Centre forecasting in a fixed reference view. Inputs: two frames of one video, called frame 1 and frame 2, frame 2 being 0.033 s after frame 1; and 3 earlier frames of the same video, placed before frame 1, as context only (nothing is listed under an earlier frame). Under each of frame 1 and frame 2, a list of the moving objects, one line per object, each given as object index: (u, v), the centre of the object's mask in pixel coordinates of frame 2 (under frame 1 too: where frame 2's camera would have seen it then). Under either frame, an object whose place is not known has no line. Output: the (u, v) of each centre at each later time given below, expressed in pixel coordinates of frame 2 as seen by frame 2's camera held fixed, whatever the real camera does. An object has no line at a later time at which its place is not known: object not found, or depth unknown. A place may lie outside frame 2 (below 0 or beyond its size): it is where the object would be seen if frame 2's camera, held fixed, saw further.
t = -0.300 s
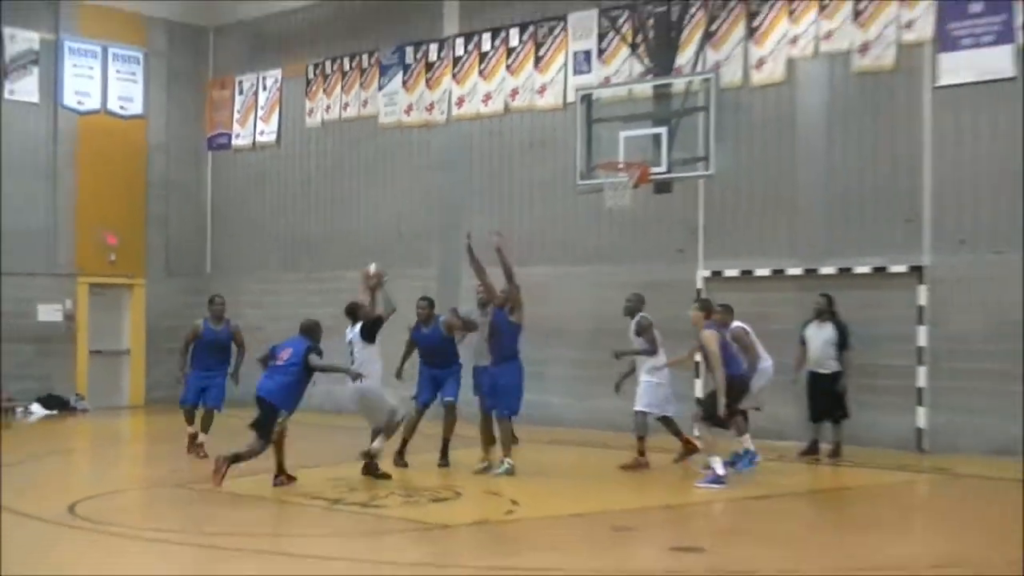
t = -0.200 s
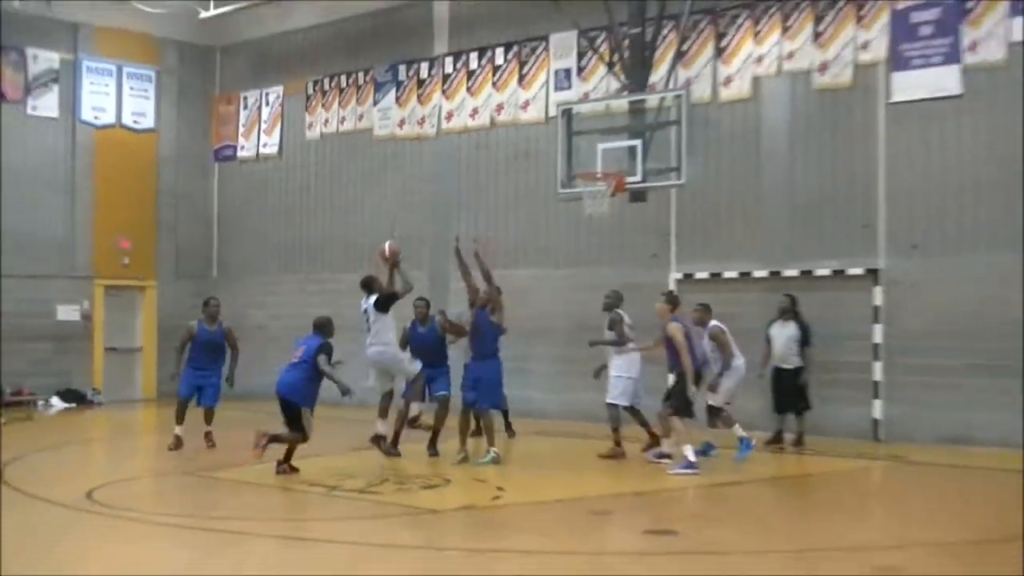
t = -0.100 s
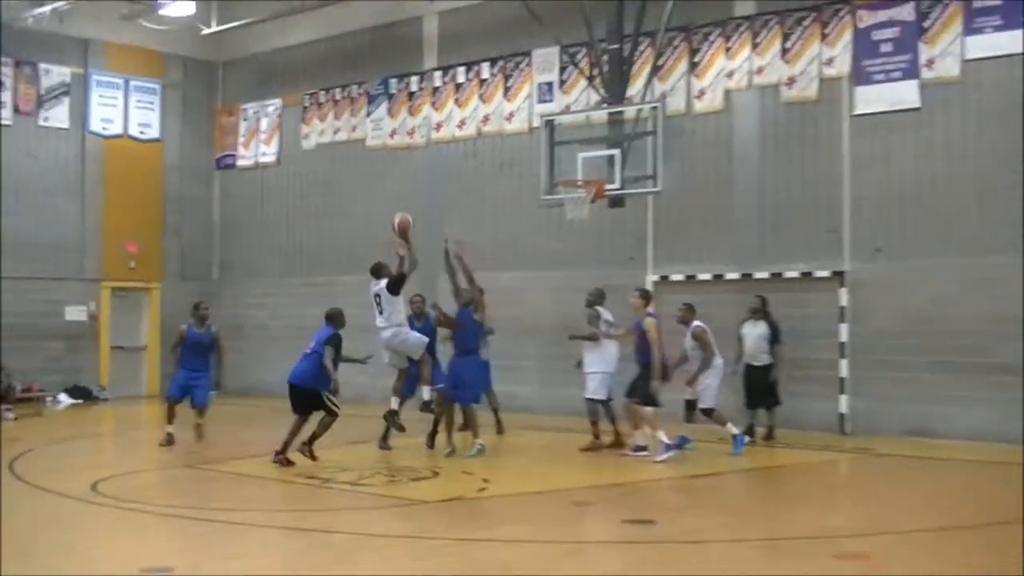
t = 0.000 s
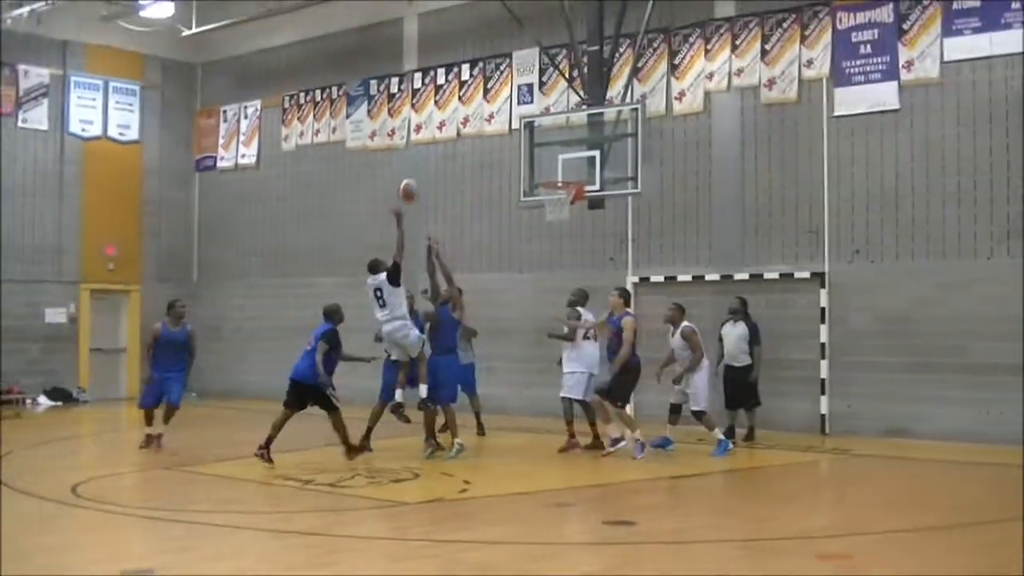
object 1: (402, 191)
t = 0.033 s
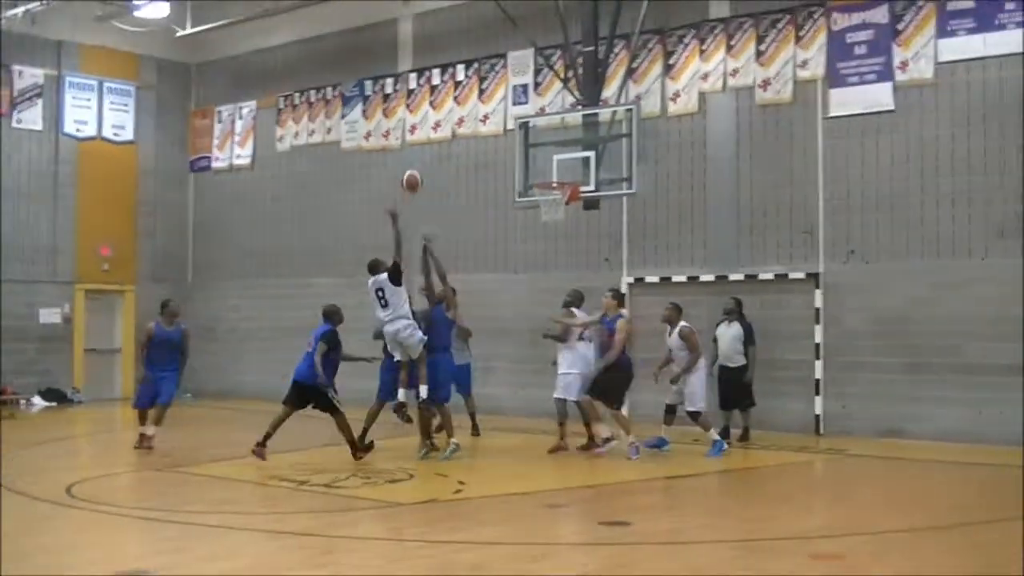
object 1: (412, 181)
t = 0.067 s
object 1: (420, 172)
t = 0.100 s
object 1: (429, 165)
